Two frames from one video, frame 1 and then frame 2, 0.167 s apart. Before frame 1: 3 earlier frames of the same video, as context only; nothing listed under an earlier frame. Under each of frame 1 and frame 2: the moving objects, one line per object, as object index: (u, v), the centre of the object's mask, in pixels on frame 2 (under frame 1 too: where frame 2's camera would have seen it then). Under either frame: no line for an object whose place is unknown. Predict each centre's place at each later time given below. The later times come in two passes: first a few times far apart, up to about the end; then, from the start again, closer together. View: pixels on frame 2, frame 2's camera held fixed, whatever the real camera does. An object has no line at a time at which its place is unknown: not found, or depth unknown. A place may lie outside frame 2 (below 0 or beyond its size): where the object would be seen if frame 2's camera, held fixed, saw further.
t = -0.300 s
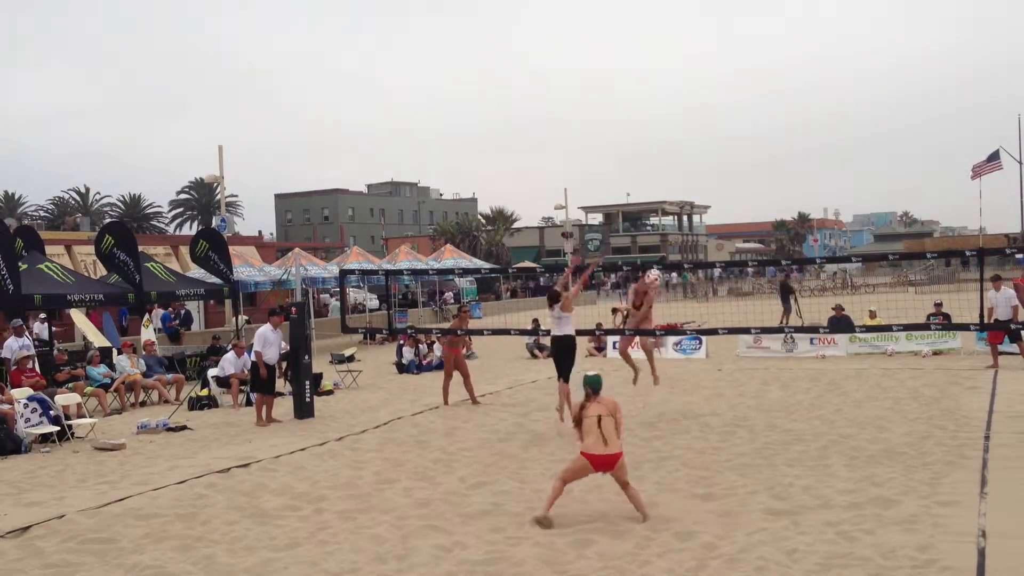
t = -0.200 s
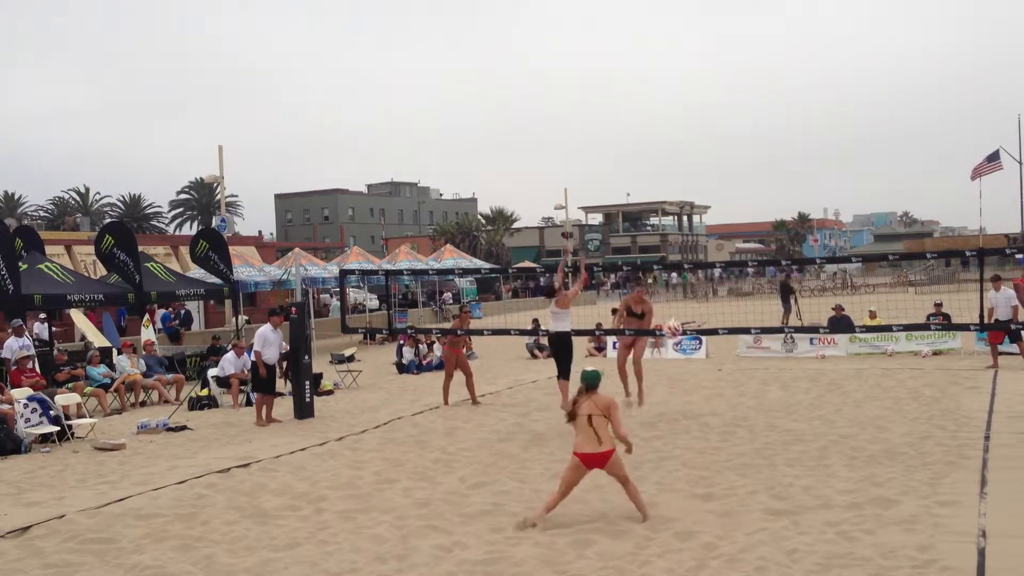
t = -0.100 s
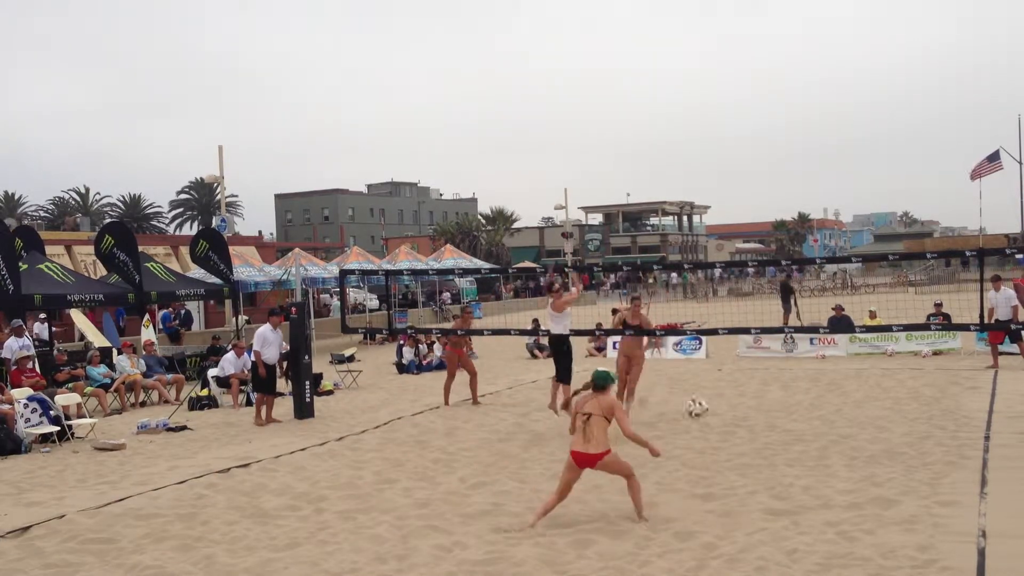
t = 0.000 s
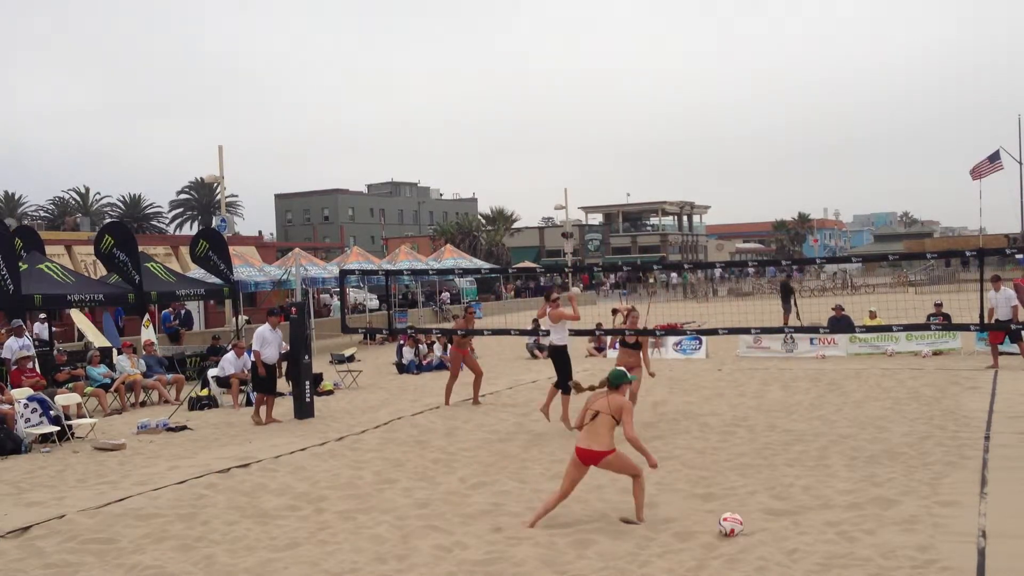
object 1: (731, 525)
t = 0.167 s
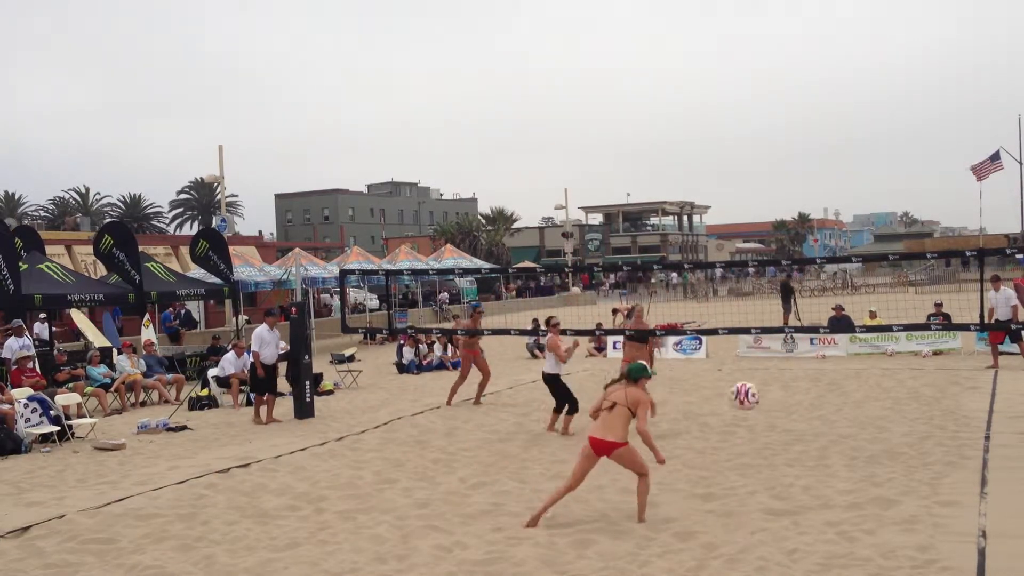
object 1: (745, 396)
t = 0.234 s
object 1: (751, 348)
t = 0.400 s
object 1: (772, 240)
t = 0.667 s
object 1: (824, 120)
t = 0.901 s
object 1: (903, 135)
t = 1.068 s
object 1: (992, 320)
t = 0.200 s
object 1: (748, 371)
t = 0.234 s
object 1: (751, 348)
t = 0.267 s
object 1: (755, 326)
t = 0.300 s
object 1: (758, 301)
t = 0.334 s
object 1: (762, 280)
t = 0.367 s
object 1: (767, 261)
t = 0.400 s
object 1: (772, 240)
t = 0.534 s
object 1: (794, 170)
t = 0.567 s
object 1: (801, 155)
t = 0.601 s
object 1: (808, 142)
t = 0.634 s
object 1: (815, 131)
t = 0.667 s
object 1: (824, 120)
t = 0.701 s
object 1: (832, 114)
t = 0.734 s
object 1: (841, 109)
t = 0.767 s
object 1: (852, 106)
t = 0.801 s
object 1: (863, 108)
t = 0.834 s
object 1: (875, 112)
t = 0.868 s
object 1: (889, 120)
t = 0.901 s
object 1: (903, 135)
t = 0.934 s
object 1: (919, 154)
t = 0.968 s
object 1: (936, 182)
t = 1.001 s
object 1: (956, 216)
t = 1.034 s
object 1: (978, 261)
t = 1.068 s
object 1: (992, 320)
